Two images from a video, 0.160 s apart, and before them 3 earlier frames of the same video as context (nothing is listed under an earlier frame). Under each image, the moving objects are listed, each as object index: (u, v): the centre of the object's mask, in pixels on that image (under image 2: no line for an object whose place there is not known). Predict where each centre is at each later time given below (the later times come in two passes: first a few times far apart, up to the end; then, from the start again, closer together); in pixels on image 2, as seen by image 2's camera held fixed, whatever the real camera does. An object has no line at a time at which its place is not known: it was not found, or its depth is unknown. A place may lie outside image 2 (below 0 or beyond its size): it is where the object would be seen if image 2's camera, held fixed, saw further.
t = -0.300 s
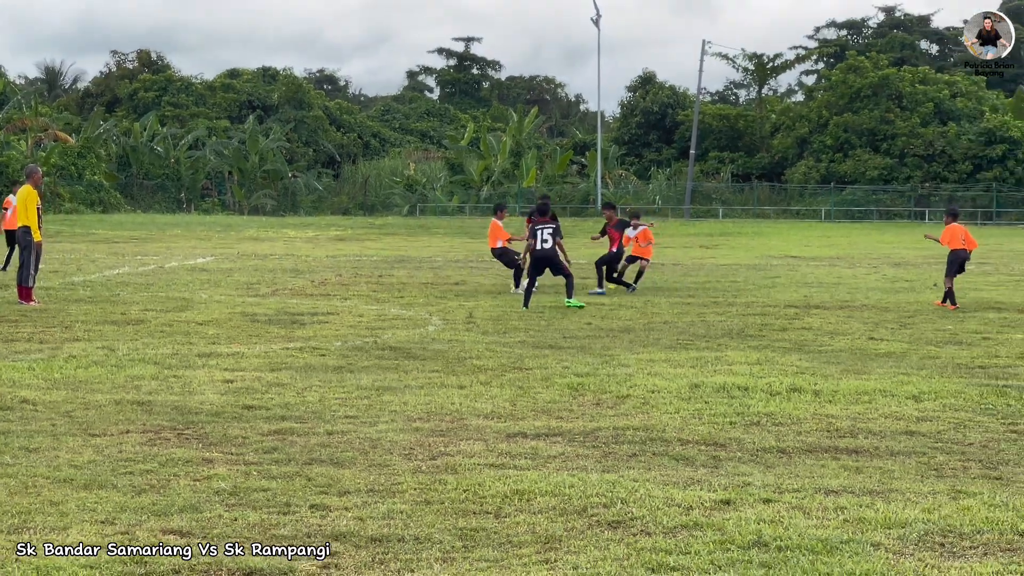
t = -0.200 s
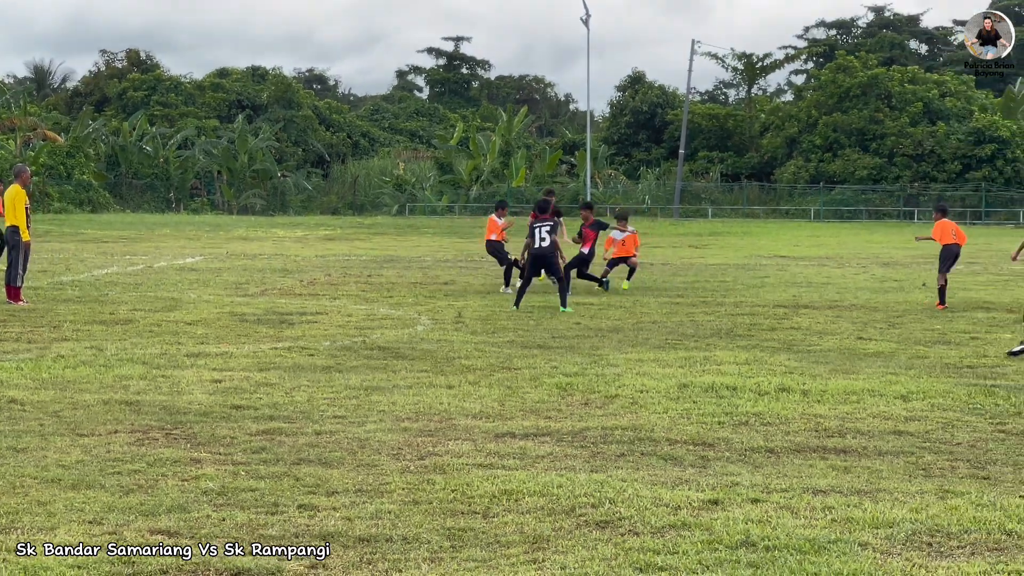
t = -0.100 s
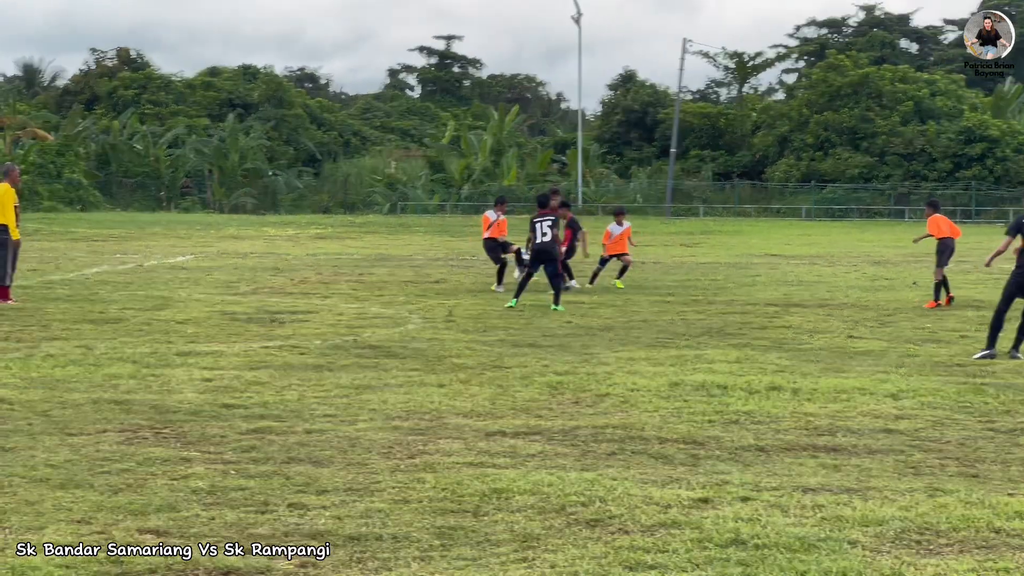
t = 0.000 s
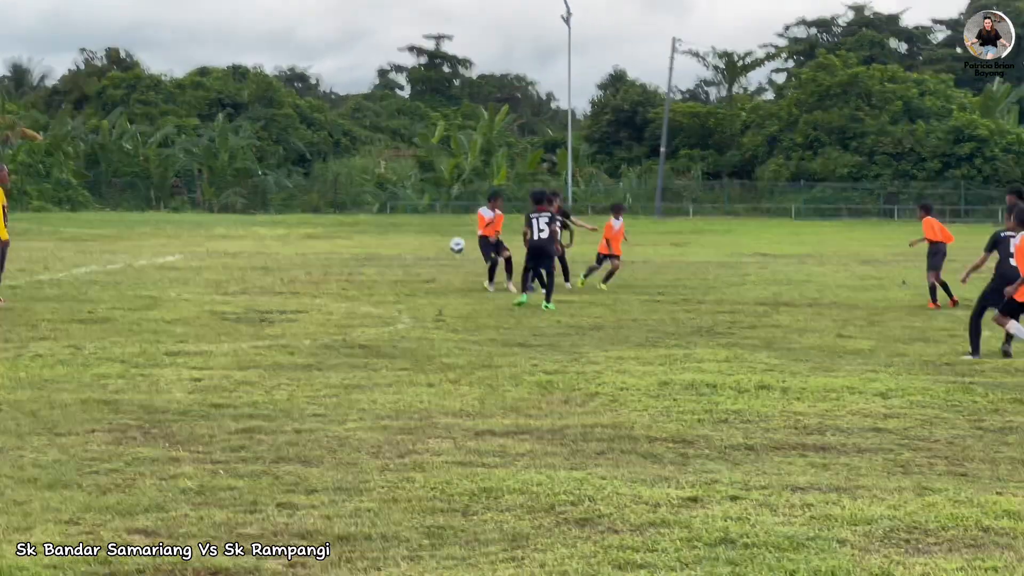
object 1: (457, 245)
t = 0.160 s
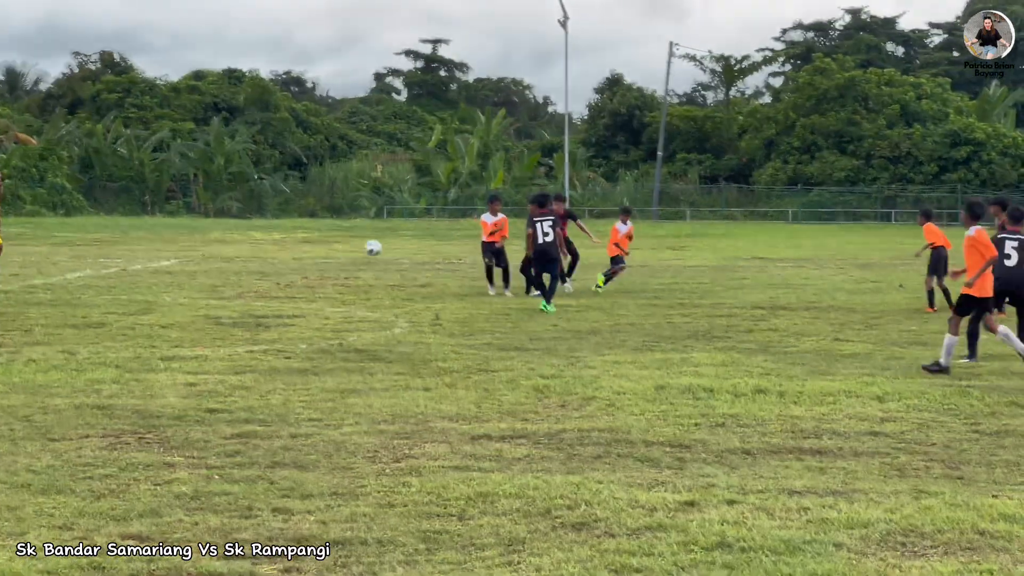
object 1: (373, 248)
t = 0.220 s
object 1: (338, 253)
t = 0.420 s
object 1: (235, 285)
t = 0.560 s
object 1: (207, 271)
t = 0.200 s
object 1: (346, 252)
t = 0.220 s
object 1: (338, 253)
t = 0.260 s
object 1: (321, 256)
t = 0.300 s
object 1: (293, 263)
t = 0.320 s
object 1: (285, 266)
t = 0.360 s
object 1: (267, 272)
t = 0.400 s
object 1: (243, 282)
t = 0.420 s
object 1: (235, 285)
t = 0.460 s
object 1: (225, 283)
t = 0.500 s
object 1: (217, 276)
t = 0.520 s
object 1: (214, 274)
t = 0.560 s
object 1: (207, 271)
